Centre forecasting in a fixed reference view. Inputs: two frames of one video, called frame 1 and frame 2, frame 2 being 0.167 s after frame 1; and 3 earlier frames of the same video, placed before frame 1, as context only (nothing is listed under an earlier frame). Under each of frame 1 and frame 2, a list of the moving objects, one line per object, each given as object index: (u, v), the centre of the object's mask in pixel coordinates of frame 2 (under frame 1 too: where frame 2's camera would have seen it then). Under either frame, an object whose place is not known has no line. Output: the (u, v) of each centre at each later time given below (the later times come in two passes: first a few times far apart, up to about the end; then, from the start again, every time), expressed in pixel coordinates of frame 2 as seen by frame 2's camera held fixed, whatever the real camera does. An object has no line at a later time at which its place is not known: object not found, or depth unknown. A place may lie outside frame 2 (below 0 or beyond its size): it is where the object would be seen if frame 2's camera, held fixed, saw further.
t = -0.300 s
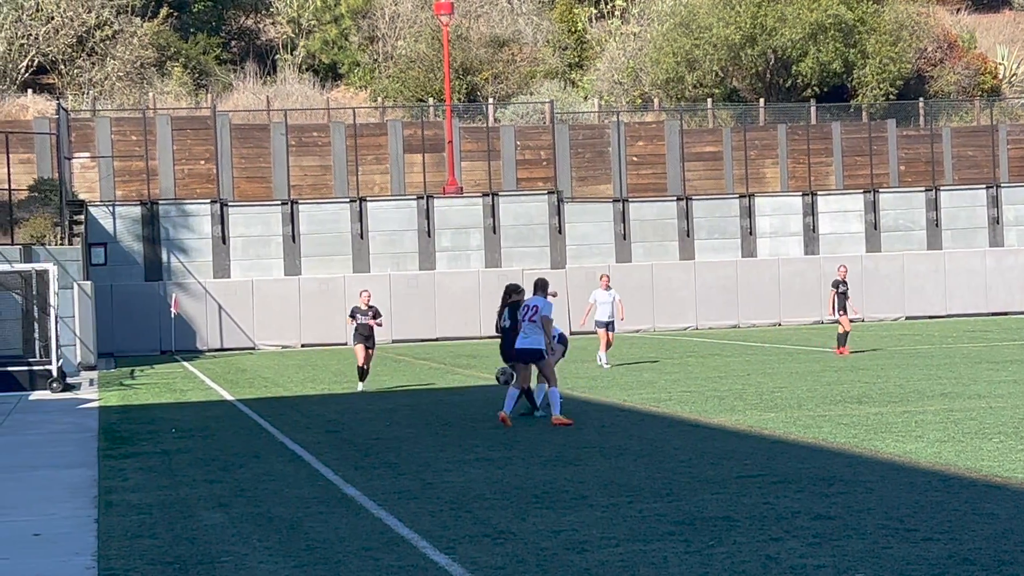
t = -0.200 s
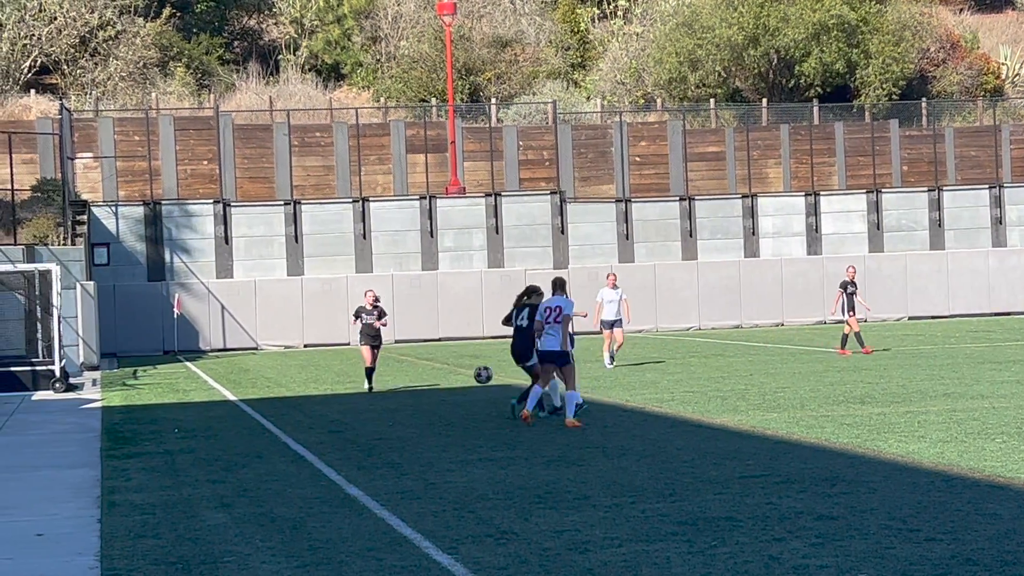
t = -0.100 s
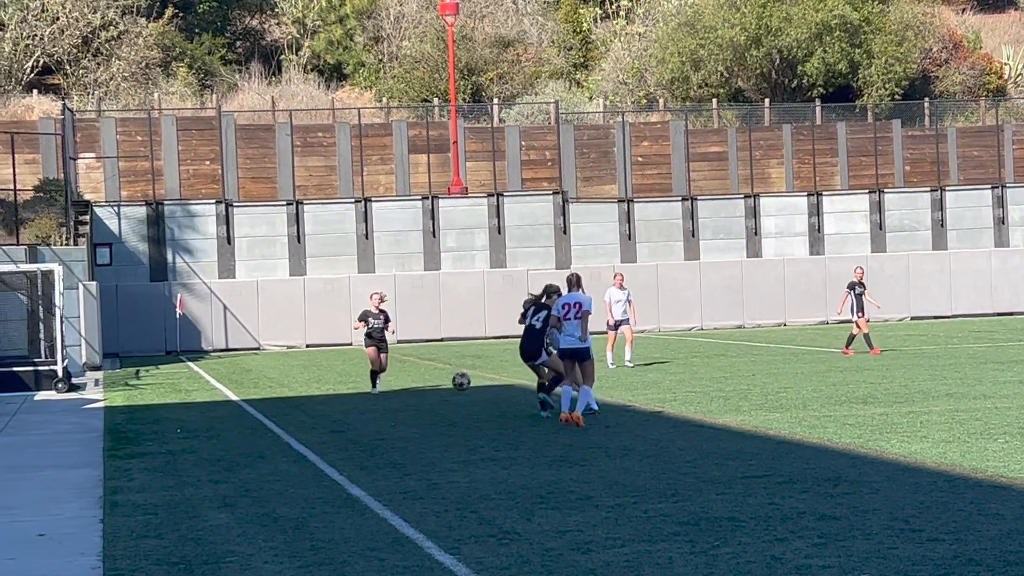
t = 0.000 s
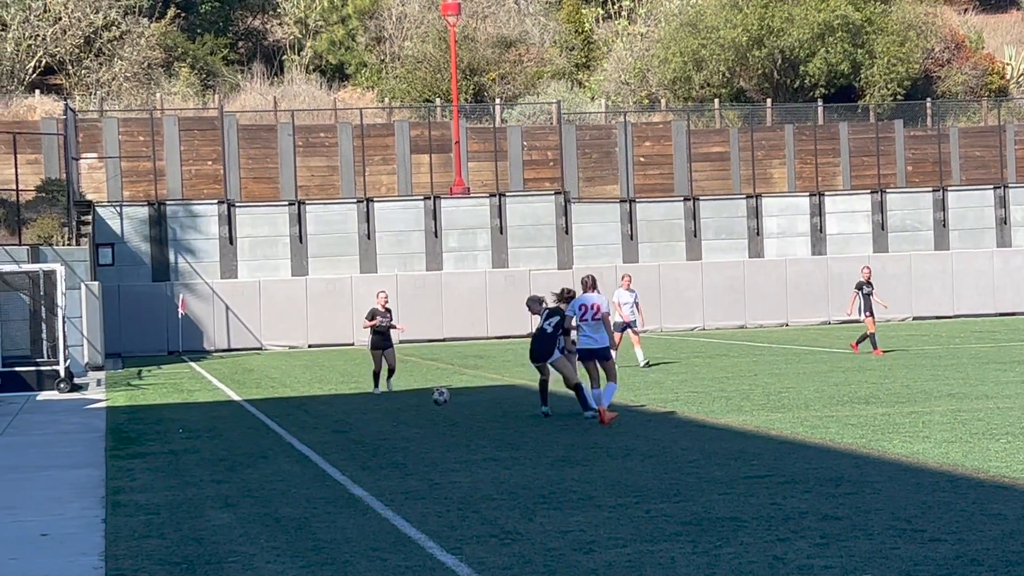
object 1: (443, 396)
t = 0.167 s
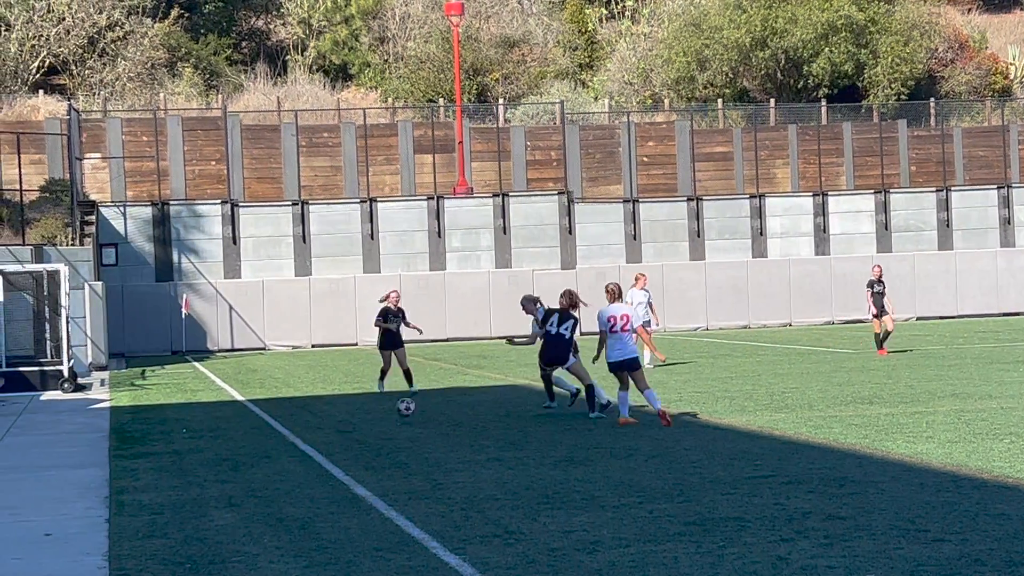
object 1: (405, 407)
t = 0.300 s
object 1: (376, 407)
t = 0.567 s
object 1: (322, 414)
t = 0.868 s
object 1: (263, 419)
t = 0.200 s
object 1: (398, 405)
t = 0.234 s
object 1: (391, 405)
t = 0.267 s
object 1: (384, 405)
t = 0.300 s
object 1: (376, 407)
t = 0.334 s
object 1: (370, 409)
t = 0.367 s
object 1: (362, 413)
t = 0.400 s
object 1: (355, 416)
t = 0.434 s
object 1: (349, 415)
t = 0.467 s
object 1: (341, 412)
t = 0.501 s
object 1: (335, 412)
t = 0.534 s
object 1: (328, 413)
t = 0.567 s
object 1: (322, 414)
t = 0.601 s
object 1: (315, 417)
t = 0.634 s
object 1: (309, 417)
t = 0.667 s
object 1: (302, 417)
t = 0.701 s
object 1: (296, 417)
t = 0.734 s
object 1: (289, 418)
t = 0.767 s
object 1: (282, 418)
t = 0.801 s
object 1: (276, 418)
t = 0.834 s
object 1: (270, 418)
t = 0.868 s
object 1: (263, 419)
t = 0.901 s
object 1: (257, 419)
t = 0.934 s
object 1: (251, 420)
